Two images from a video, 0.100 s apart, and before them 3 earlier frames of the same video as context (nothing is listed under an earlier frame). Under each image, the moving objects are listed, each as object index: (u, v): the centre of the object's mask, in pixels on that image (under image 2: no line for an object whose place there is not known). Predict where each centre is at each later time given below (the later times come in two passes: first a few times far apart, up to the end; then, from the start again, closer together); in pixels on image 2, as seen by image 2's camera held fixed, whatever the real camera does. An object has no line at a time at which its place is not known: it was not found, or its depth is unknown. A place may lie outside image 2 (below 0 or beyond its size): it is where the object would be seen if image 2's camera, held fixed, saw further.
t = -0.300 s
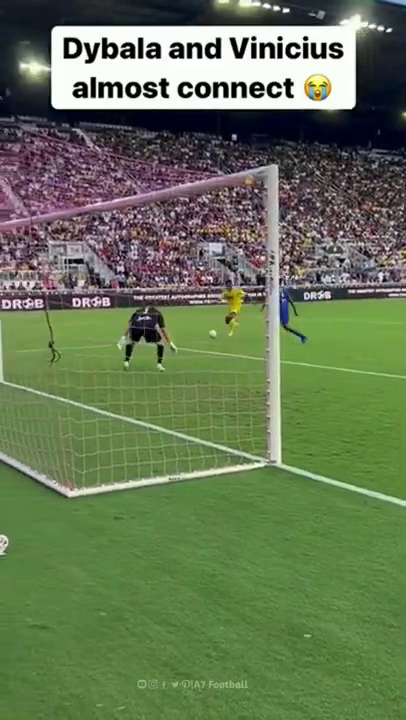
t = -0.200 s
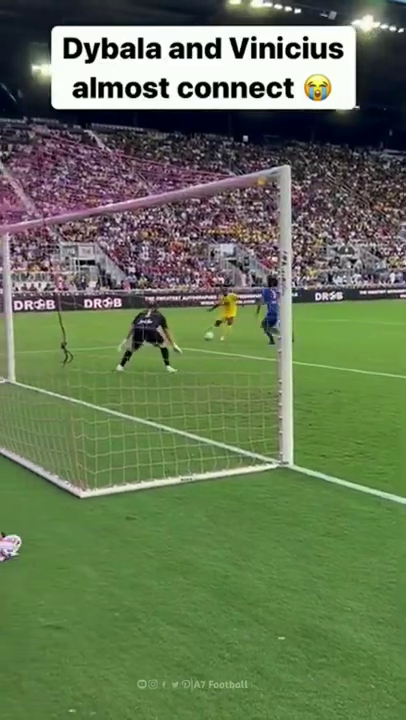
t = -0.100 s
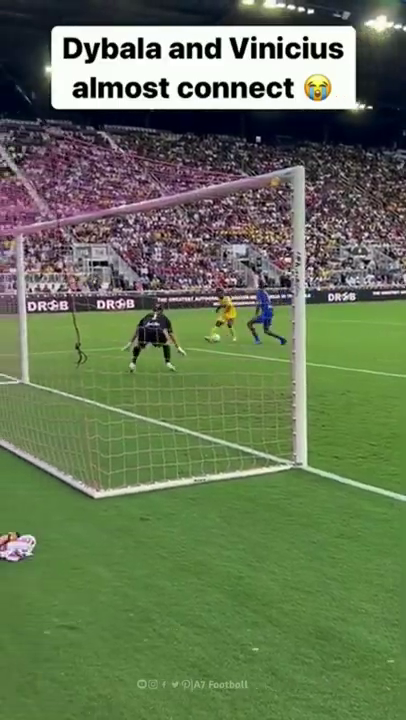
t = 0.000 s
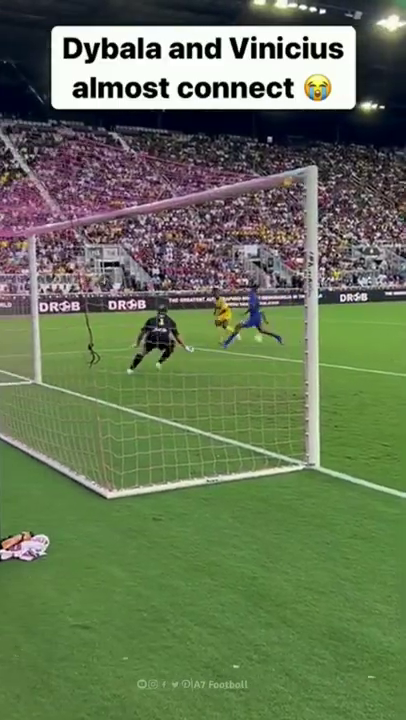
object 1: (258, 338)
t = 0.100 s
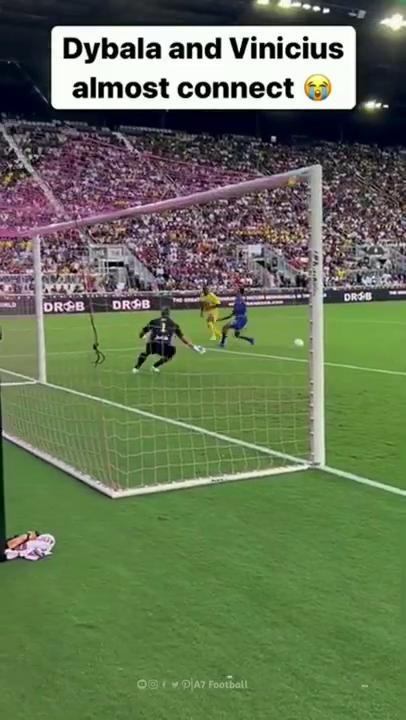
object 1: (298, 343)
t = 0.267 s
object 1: (372, 350)
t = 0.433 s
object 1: (460, 360)
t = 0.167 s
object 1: (328, 349)
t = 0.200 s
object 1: (342, 352)
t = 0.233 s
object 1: (356, 351)
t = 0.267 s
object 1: (372, 350)
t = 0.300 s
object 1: (388, 351)
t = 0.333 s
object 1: (405, 352)
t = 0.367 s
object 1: (422, 354)
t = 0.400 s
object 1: (441, 356)
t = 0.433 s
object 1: (460, 360)
